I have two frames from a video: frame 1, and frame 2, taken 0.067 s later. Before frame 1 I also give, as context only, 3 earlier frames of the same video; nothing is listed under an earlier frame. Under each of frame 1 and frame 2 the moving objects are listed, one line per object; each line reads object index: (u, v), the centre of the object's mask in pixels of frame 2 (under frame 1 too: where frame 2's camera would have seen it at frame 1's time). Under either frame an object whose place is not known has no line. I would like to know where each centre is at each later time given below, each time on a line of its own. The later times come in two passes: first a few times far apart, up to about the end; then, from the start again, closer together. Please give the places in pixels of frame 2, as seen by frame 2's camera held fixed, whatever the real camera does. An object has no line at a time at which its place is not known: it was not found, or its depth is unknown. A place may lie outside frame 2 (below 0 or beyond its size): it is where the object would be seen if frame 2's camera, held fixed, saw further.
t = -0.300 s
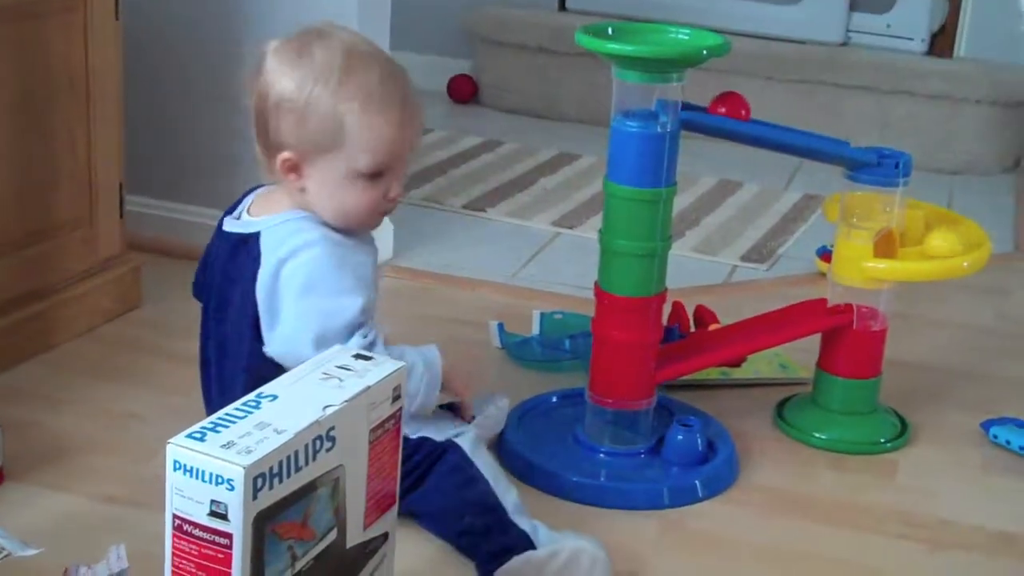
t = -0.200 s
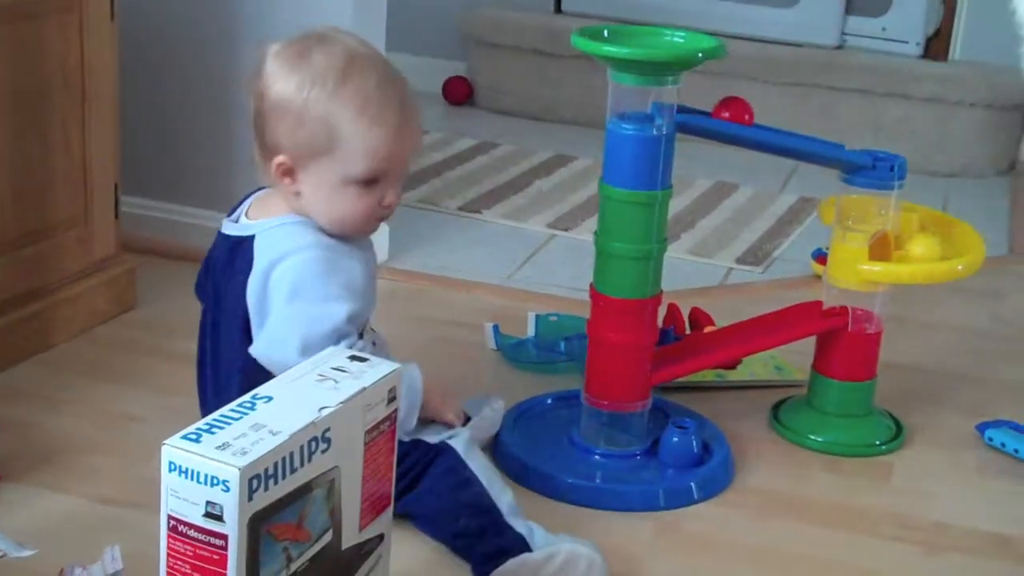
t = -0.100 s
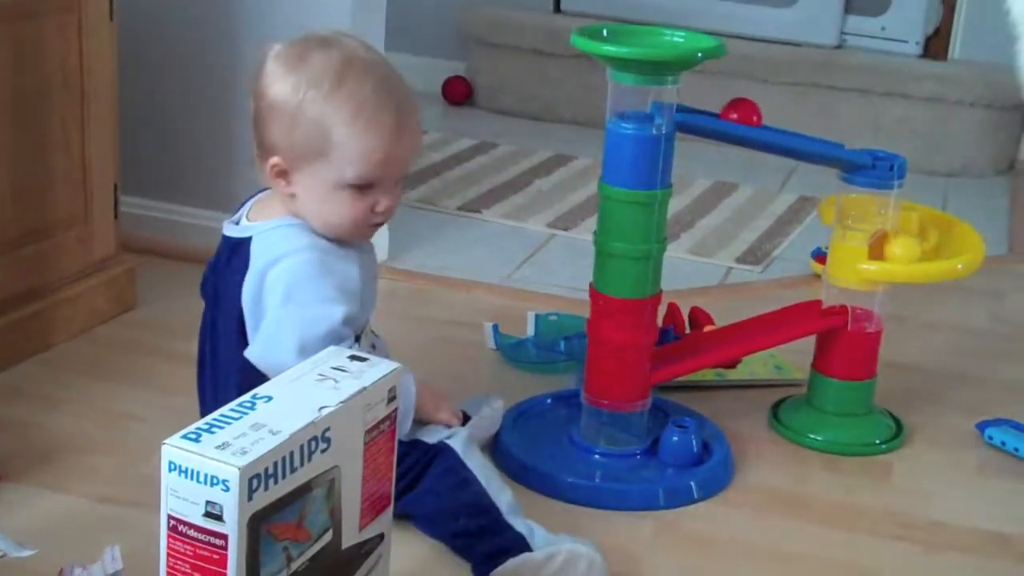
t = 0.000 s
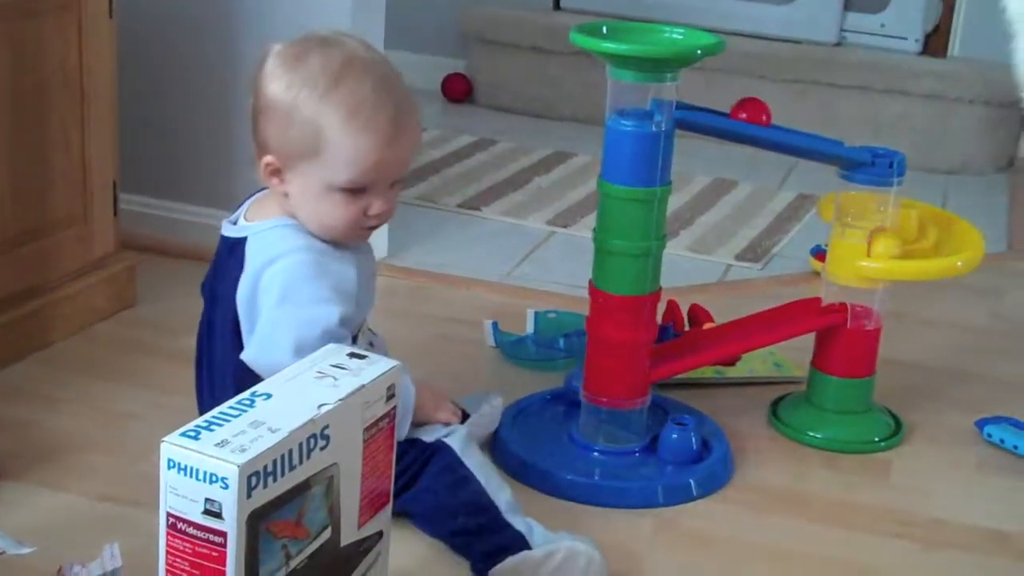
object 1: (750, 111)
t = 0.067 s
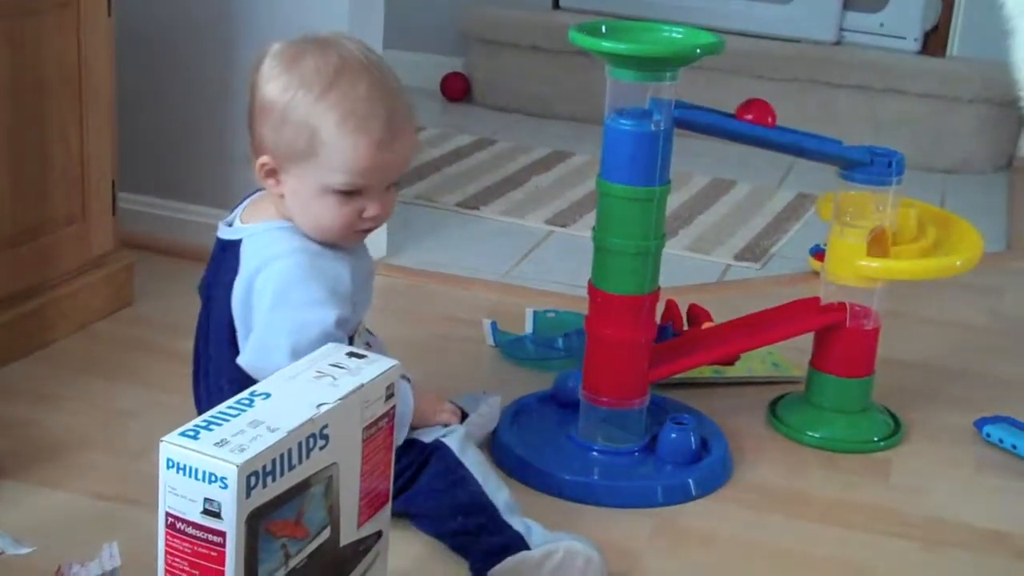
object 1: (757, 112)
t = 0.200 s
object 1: (771, 116)
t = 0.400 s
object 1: (795, 122)
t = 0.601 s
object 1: (822, 128)
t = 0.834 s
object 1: (856, 137)
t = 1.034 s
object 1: (857, 193)
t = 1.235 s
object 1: (861, 199)
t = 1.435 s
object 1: (852, 201)
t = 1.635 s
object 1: (848, 198)
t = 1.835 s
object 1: (849, 197)
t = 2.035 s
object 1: (852, 197)
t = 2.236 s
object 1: (856, 196)
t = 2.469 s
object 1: (866, 194)
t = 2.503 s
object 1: (866, 194)
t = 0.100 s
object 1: (760, 113)
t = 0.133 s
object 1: (763, 115)
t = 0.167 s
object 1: (767, 115)
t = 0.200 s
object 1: (771, 116)
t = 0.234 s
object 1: (775, 117)
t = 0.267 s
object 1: (779, 117)
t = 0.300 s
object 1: (782, 119)
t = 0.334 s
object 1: (787, 119)
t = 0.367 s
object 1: (791, 120)
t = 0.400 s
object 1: (795, 122)
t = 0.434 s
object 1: (799, 123)
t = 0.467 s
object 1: (804, 124)
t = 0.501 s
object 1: (809, 125)
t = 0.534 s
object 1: (813, 126)
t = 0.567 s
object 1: (818, 127)
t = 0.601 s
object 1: (822, 128)
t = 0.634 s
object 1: (827, 130)
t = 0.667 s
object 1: (832, 131)
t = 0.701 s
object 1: (837, 132)
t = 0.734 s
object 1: (842, 133)
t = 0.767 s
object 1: (846, 134)
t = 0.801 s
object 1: (851, 136)
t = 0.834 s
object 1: (856, 137)
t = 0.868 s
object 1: (861, 139)
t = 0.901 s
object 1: (868, 143)
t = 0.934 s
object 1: (875, 147)
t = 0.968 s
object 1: (860, 189)
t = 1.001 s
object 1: (858, 199)
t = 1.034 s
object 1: (857, 193)
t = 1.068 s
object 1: (856, 191)
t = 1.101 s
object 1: (857, 193)
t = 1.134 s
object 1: (859, 199)
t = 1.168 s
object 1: (856, 196)
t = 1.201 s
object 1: (858, 197)
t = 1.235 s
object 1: (861, 199)
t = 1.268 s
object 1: (859, 199)
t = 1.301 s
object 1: (857, 200)
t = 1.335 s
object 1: (856, 200)
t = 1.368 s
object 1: (855, 200)
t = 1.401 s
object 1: (854, 201)
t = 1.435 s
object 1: (852, 201)
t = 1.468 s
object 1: (850, 200)
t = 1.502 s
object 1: (849, 200)
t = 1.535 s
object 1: (849, 199)
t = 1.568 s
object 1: (848, 198)
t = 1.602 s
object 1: (848, 198)
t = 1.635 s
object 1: (848, 198)
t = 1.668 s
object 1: (848, 198)
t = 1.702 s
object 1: (848, 198)
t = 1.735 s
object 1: (848, 197)
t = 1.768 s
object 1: (848, 198)
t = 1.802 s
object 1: (848, 198)
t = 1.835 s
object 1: (849, 197)
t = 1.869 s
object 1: (849, 197)
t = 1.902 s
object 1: (850, 197)
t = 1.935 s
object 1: (850, 197)
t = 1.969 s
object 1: (851, 197)
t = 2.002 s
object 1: (851, 197)
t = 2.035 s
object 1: (852, 197)
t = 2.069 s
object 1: (852, 197)
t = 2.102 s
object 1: (853, 197)
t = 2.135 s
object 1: (853, 197)
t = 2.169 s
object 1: (855, 196)
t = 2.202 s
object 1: (855, 196)
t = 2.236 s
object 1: (856, 196)
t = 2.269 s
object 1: (856, 196)
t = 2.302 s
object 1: (858, 196)
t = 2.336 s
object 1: (859, 195)
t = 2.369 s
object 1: (860, 196)
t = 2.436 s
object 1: (864, 195)
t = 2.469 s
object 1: (866, 194)
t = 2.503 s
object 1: (866, 194)
